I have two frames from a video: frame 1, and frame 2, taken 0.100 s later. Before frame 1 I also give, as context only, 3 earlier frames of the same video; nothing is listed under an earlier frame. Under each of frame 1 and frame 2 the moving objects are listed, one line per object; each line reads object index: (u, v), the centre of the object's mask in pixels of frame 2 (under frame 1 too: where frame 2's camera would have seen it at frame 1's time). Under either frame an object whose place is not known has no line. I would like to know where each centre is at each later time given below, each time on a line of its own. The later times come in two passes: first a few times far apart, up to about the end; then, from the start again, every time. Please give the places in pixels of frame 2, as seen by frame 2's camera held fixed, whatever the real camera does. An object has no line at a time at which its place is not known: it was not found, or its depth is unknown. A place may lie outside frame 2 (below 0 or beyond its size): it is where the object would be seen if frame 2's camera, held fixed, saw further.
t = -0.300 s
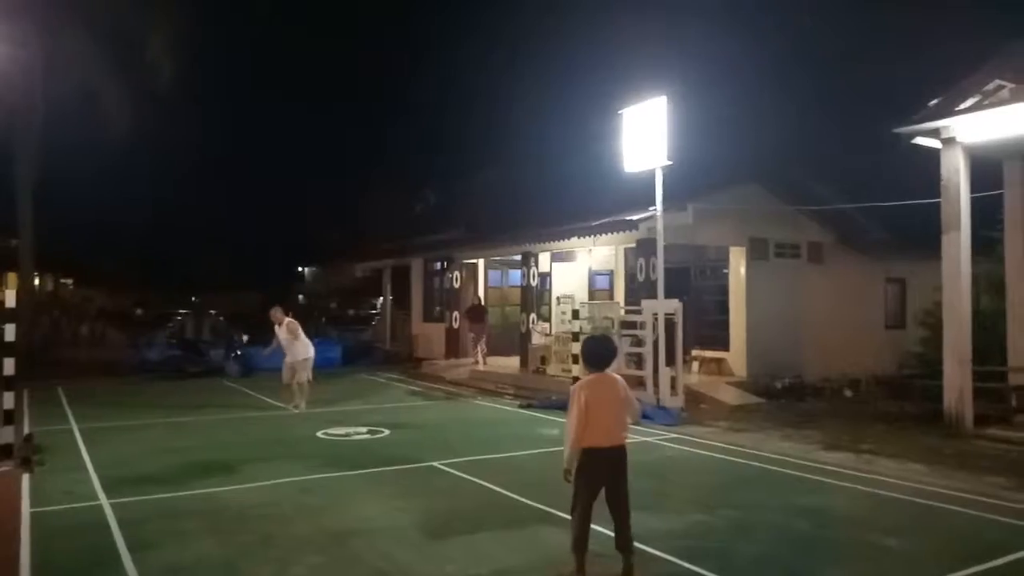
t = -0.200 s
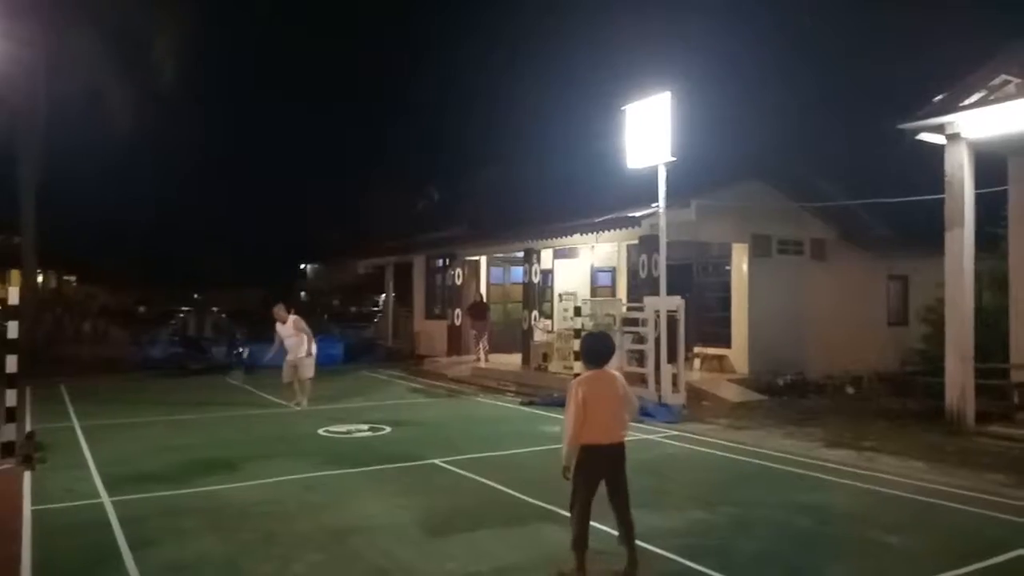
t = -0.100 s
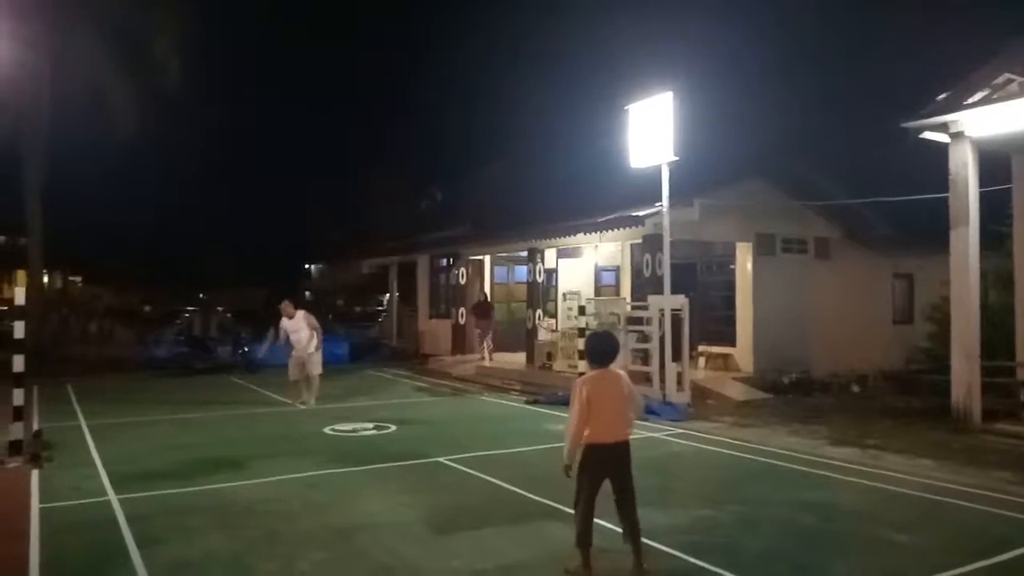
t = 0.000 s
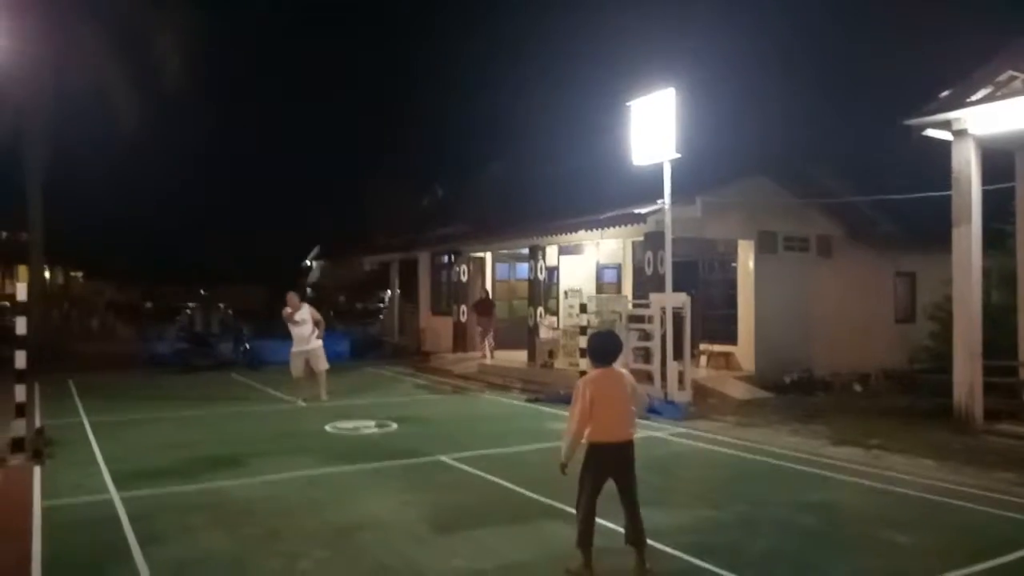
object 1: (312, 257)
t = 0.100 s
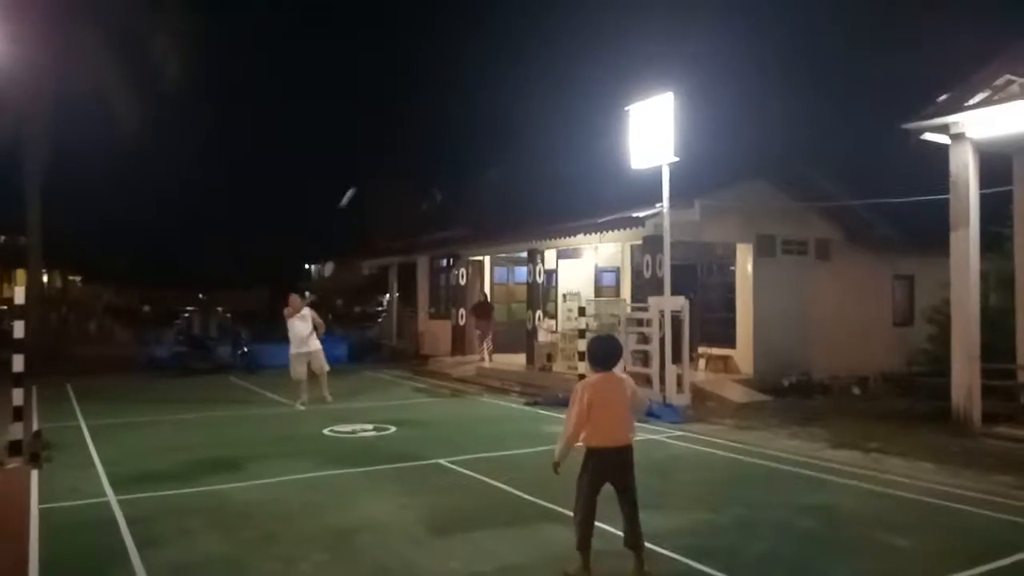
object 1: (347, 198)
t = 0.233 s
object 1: (391, 134)
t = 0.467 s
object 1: (459, 71)
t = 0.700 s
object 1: (524, 66)
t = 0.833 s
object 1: (560, 94)
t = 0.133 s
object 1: (359, 179)
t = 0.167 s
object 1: (370, 163)
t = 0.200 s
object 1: (381, 149)
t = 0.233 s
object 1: (391, 134)
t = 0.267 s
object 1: (402, 121)
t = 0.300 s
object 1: (412, 111)
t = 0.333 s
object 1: (421, 100)
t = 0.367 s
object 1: (432, 91)
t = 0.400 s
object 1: (442, 83)
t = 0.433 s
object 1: (451, 77)
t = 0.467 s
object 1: (459, 71)
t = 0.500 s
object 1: (467, 66)
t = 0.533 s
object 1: (478, 63)
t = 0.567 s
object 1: (487, 60)
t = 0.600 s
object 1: (497, 60)
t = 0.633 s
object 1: (506, 60)
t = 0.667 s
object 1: (515, 62)
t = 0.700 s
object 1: (524, 66)
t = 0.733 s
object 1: (533, 71)
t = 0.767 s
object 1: (542, 77)
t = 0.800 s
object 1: (551, 85)
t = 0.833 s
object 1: (560, 94)
